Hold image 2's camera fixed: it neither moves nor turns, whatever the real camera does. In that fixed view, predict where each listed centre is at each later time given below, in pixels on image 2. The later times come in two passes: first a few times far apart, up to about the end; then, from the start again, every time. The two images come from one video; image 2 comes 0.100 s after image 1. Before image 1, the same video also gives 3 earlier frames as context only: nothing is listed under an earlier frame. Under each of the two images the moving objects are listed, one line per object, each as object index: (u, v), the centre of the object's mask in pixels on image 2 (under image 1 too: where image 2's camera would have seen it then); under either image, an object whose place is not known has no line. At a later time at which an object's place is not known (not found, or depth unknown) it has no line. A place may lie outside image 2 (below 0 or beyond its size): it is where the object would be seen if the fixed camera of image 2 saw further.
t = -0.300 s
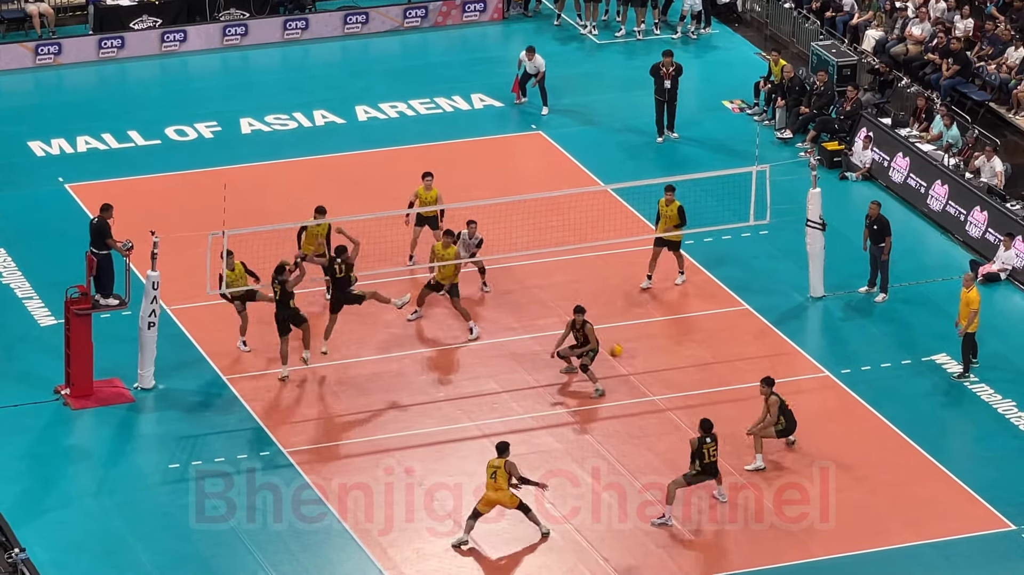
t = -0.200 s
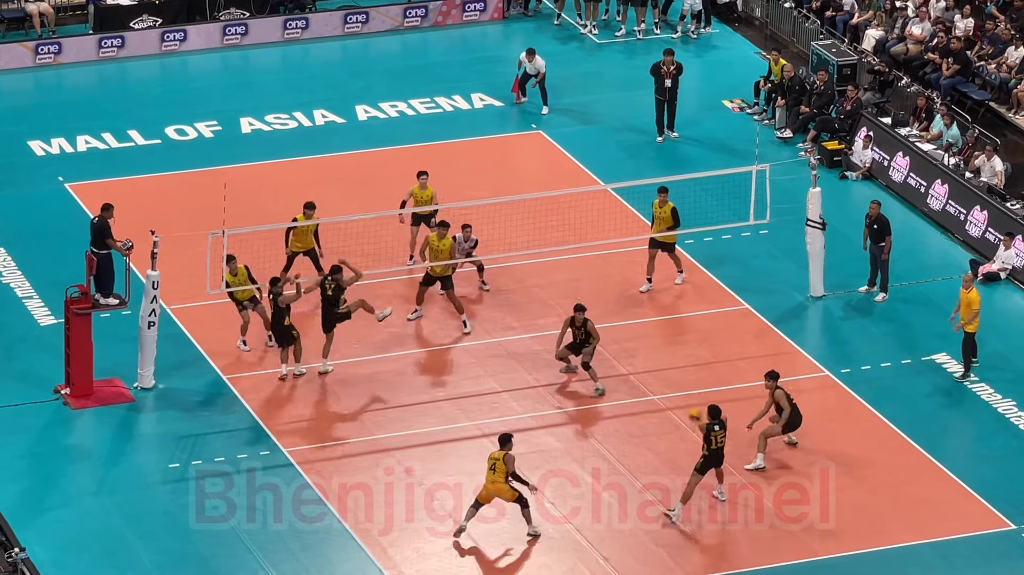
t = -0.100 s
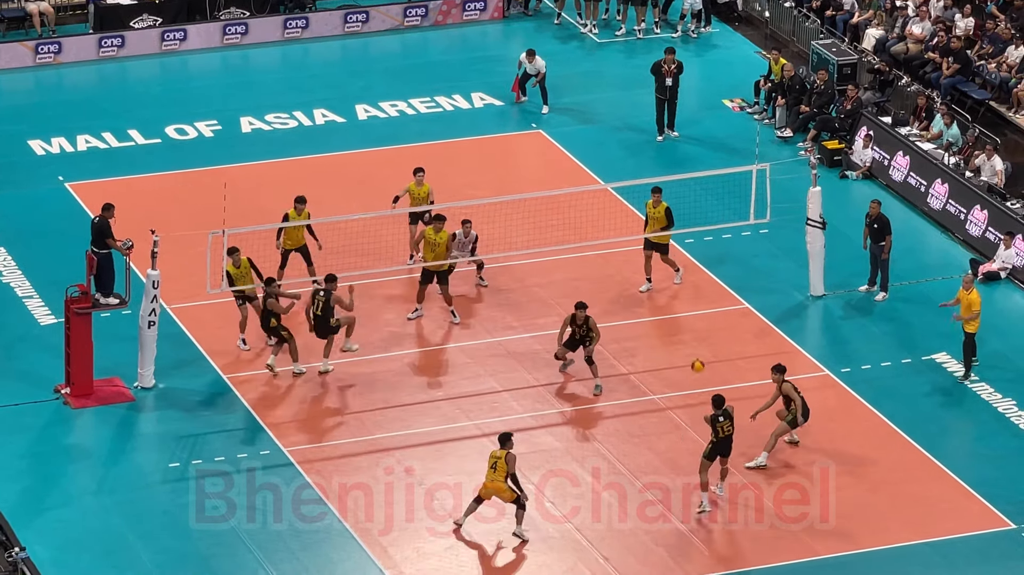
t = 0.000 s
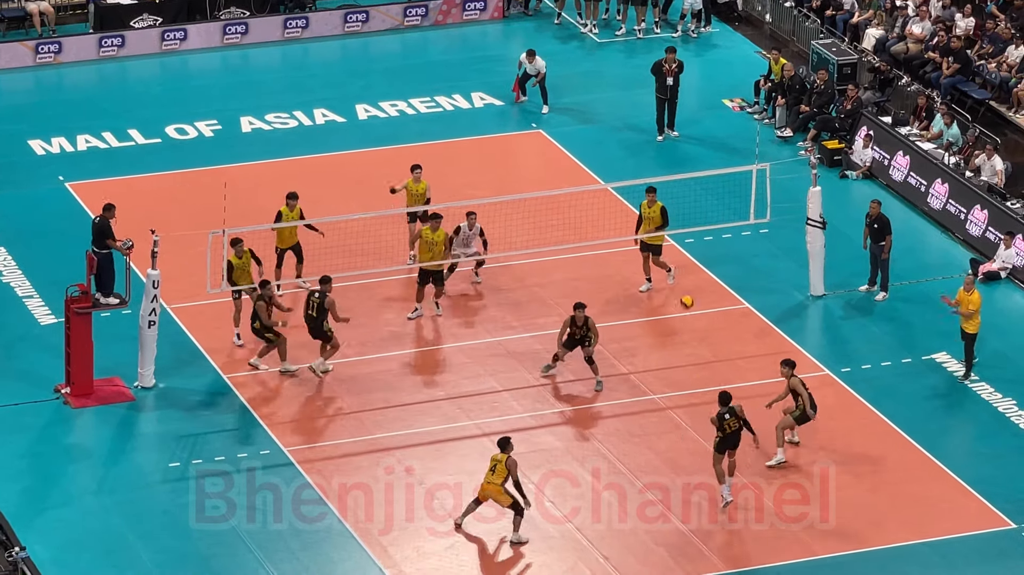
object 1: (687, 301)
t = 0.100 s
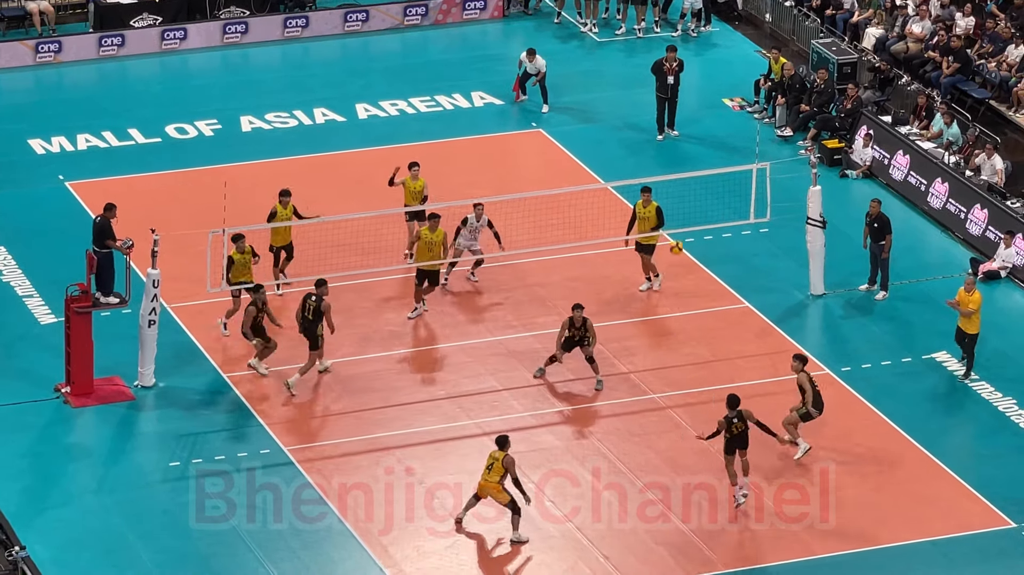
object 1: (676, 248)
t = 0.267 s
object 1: (659, 173)
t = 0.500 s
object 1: (636, 100)
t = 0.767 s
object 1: (609, 62)
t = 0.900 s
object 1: (596, 58)
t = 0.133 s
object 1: (673, 230)
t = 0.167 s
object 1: (669, 214)
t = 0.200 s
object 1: (666, 200)
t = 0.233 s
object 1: (663, 186)
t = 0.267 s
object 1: (659, 173)
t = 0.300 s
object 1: (656, 160)
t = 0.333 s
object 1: (652, 147)
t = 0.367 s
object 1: (649, 137)
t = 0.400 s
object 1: (646, 127)
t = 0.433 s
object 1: (642, 117)
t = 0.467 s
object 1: (639, 108)
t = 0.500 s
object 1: (636, 100)
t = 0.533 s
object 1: (632, 92)
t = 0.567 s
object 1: (629, 86)
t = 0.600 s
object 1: (625, 80)
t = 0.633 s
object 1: (622, 75)
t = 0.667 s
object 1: (619, 71)
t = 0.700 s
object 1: (615, 67)
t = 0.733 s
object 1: (612, 64)
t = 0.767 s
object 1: (609, 62)
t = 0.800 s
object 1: (606, 60)
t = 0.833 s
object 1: (602, 58)
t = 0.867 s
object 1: (599, 58)
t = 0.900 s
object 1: (596, 58)
